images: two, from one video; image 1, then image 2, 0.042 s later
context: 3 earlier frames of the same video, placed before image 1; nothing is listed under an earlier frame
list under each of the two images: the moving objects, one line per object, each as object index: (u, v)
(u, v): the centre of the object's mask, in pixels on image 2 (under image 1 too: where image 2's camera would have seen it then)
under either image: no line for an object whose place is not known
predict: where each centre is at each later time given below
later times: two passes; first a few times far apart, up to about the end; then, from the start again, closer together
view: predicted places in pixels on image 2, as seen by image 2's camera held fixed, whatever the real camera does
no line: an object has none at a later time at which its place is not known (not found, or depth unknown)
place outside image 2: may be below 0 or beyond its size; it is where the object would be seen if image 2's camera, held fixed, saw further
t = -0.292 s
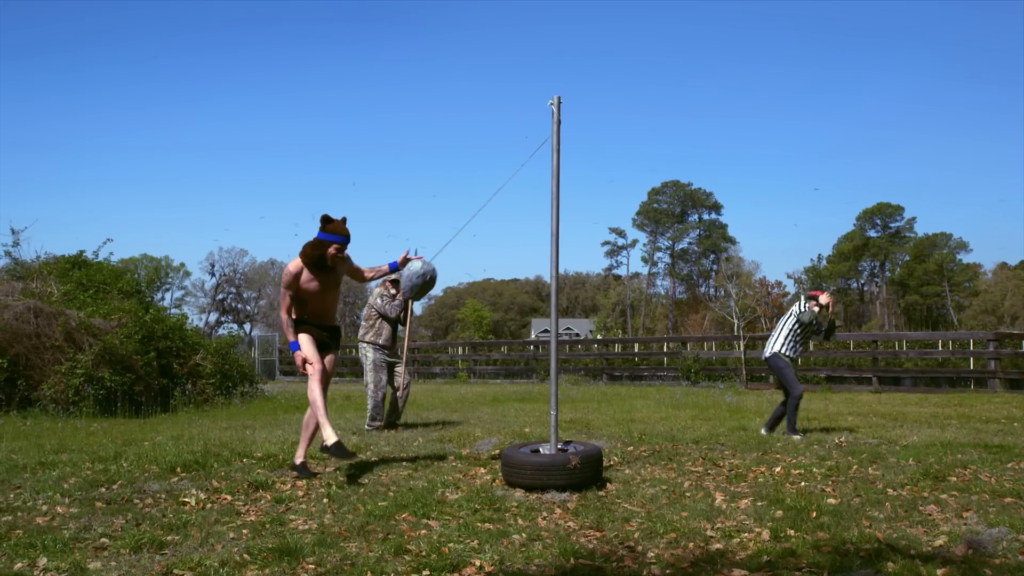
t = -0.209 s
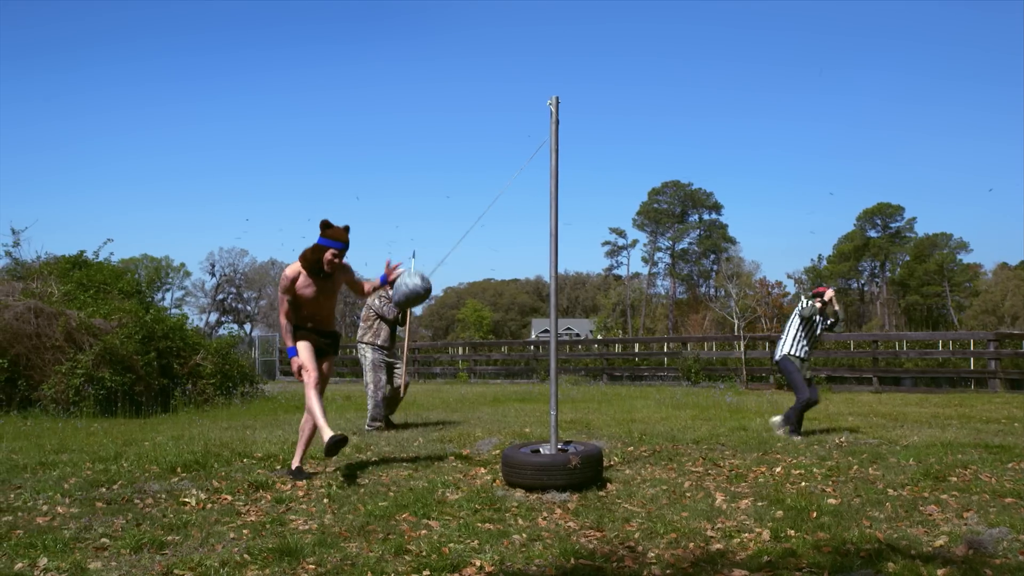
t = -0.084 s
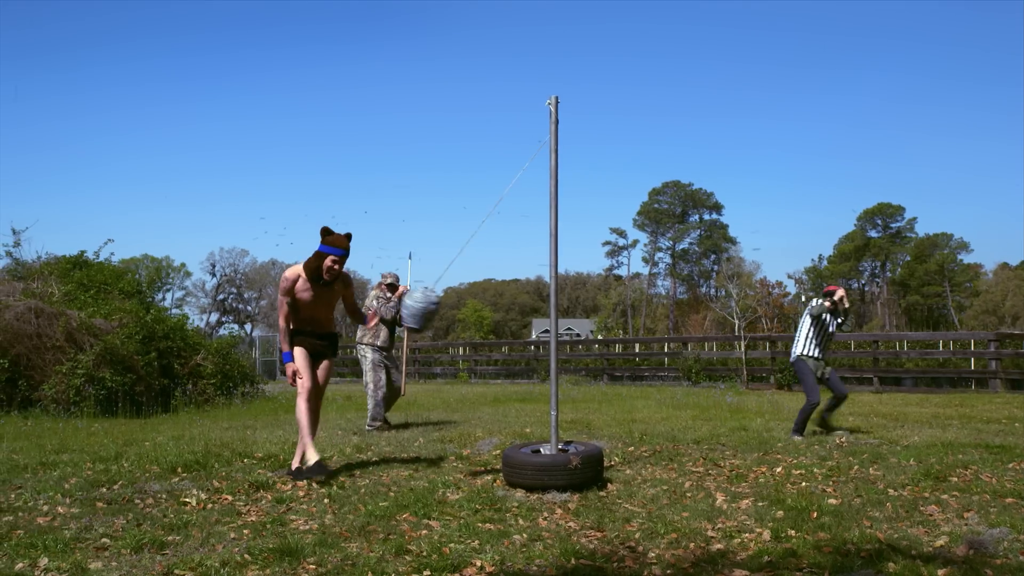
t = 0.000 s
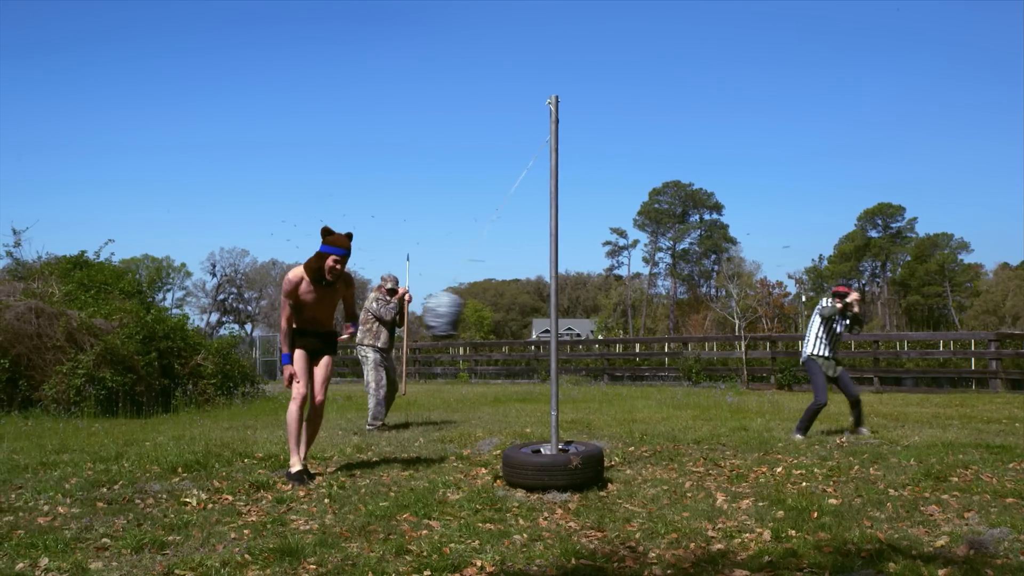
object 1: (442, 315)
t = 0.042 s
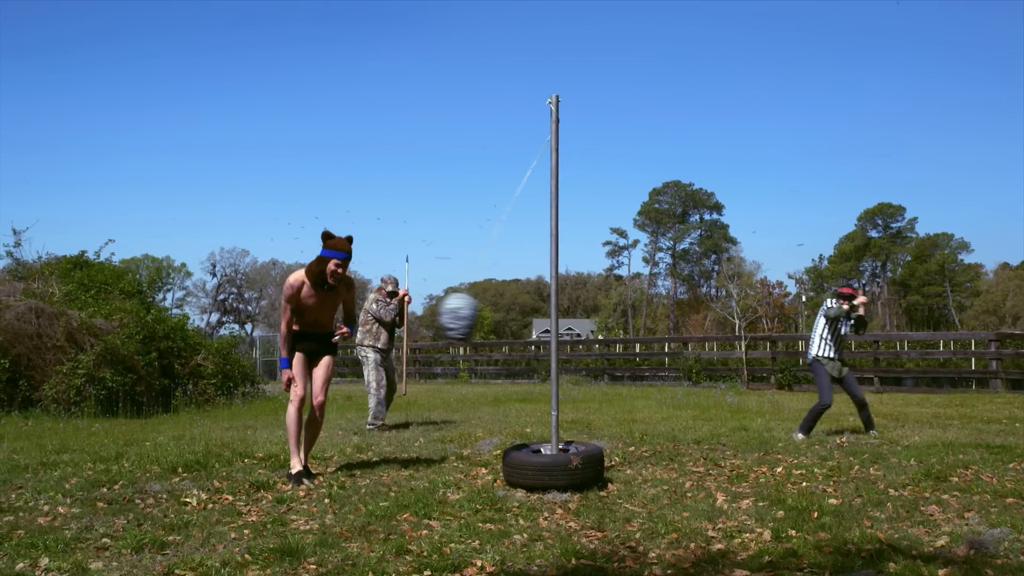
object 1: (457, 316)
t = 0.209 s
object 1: (542, 309)
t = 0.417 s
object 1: (656, 276)
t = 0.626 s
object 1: (726, 257)
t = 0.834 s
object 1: (733, 268)
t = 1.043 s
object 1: (686, 299)
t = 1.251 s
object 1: (595, 319)
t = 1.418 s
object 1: (514, 320)
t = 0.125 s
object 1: (495, 317)
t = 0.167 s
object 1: (517, 315)
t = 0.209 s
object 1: (542, 309)
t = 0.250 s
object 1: (567, 303)
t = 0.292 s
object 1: (590, 298)
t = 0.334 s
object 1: (614, 292)
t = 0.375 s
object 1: (635, 284)
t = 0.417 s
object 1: (656, 276)
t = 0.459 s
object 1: (676, 270)
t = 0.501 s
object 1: (692, 266)
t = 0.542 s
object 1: (706, 262)
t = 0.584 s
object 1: (717, 259)
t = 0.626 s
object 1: (726, 257)
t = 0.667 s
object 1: (732, 257)
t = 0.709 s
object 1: (735, 258)
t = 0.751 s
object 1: (736, 260)
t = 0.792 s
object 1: (736, 264)
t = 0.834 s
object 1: (733, 268)
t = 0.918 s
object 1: (720, 280)
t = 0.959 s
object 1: (710, 287)
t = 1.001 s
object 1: (699, 293)
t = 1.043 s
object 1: (686, 299)
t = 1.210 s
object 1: (615, 318)
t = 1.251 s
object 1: (595, 319)
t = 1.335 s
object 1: (551, 319)
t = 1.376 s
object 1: (533, 320)
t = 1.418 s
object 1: (514, 320)
